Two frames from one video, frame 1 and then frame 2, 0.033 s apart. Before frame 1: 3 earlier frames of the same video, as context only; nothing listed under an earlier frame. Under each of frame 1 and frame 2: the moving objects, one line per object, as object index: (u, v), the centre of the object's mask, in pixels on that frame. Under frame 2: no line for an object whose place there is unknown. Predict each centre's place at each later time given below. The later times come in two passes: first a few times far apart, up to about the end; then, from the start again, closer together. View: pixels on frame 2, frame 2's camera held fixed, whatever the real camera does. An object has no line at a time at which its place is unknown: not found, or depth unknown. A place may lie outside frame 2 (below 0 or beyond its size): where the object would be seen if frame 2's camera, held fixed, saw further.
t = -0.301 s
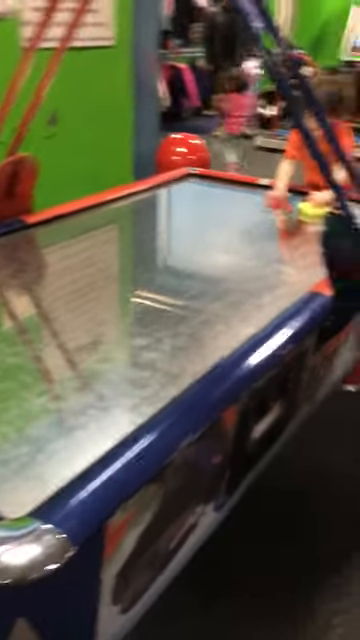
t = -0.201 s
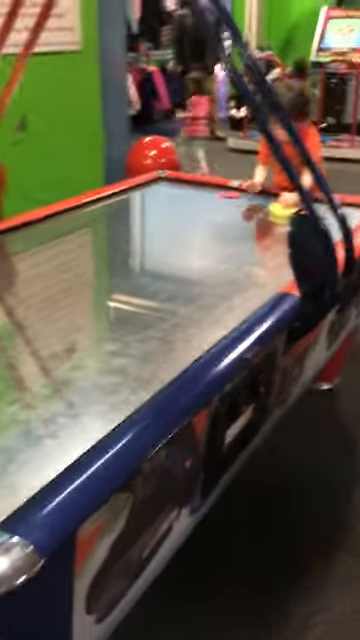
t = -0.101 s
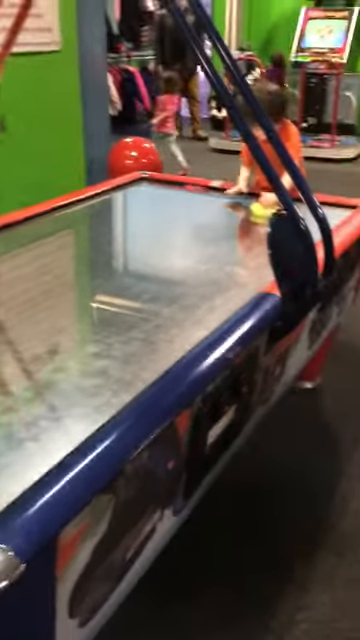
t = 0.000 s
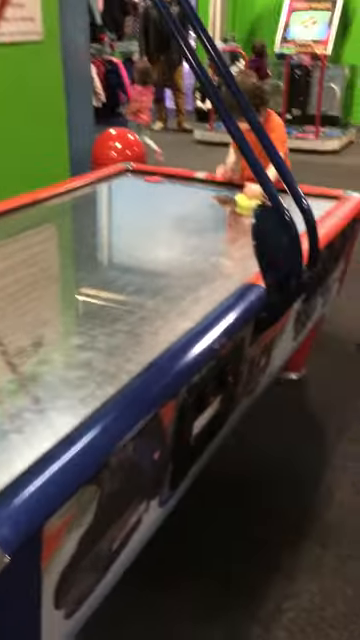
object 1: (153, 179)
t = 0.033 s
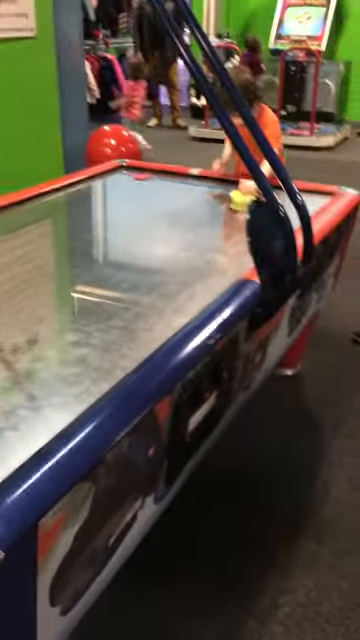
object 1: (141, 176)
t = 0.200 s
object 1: (101, 180)
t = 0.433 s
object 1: (92, 188)
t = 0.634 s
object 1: (102, 198)
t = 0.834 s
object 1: (113, 209)
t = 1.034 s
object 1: (125, 220)
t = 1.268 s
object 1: (140, 234)
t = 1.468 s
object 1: (152, 246)
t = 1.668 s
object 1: (166, 258)
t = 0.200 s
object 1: (101, 180)
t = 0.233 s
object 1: (92, 181)
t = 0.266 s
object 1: (88, 181)
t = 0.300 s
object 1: (87, 182)
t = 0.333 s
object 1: (88, 184)
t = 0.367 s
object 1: (89, 185)
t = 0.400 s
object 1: (91, 186)
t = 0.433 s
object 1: (92, 188)
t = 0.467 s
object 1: (94, 190)
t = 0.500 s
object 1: (95, 192)
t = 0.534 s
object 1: (97, 193)
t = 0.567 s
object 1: (98, 195)
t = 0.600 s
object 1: (100, 196)
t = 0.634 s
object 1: (102, 198)
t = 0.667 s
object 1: (103, 200)
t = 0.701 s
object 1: (106, 202)
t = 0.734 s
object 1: (107, 204)
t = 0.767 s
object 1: (109, 205)
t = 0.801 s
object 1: (111, 207)
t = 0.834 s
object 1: (113, 209)
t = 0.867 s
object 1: (114, 211)
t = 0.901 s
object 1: (116, 212)
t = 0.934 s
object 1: (119, 214)
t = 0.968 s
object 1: (121, 216)
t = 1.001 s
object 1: (123, 218)
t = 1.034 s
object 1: (125, 220)
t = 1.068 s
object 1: (127, 222)
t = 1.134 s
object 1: (131, 226)
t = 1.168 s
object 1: (133, 228)
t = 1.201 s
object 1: (135, 230)
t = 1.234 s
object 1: (137, 232)
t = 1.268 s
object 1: (140, 234)
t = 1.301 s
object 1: (142, 236)
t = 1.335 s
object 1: (144, 238)
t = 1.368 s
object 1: (146, 240)
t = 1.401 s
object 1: (148, 242)
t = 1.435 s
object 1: (150, 244)
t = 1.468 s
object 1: (152, 246)
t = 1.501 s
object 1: (154, 248)
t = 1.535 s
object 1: (156, 250)
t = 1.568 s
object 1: (159, 252)
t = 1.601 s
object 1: (161, 254)
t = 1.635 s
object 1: (164, 256)
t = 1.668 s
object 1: (166, 258)
